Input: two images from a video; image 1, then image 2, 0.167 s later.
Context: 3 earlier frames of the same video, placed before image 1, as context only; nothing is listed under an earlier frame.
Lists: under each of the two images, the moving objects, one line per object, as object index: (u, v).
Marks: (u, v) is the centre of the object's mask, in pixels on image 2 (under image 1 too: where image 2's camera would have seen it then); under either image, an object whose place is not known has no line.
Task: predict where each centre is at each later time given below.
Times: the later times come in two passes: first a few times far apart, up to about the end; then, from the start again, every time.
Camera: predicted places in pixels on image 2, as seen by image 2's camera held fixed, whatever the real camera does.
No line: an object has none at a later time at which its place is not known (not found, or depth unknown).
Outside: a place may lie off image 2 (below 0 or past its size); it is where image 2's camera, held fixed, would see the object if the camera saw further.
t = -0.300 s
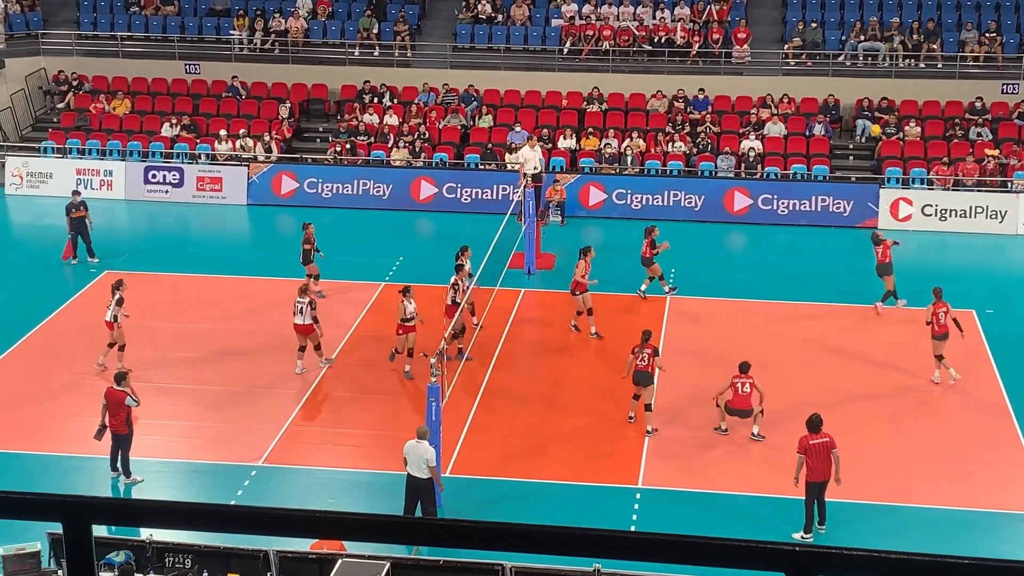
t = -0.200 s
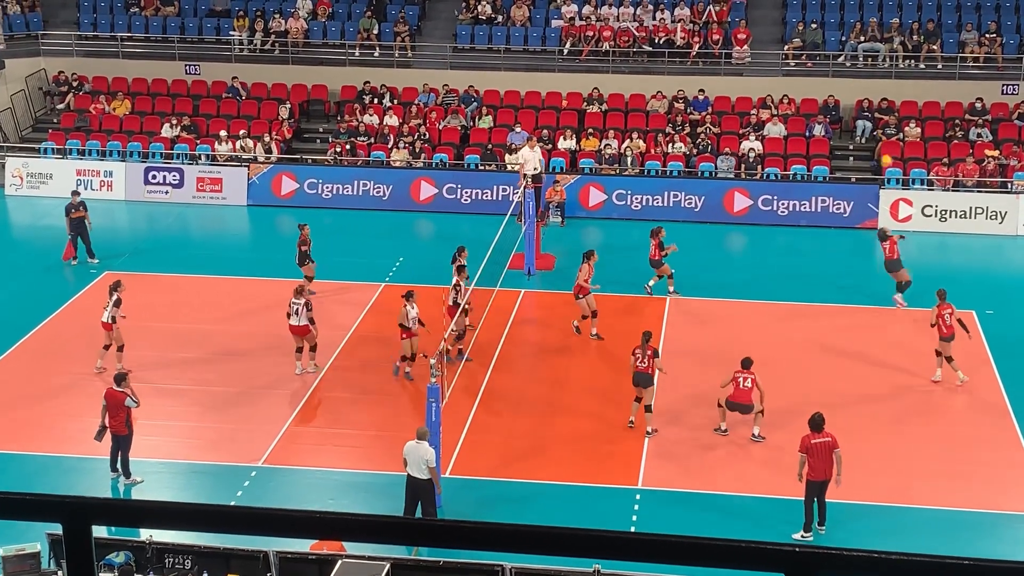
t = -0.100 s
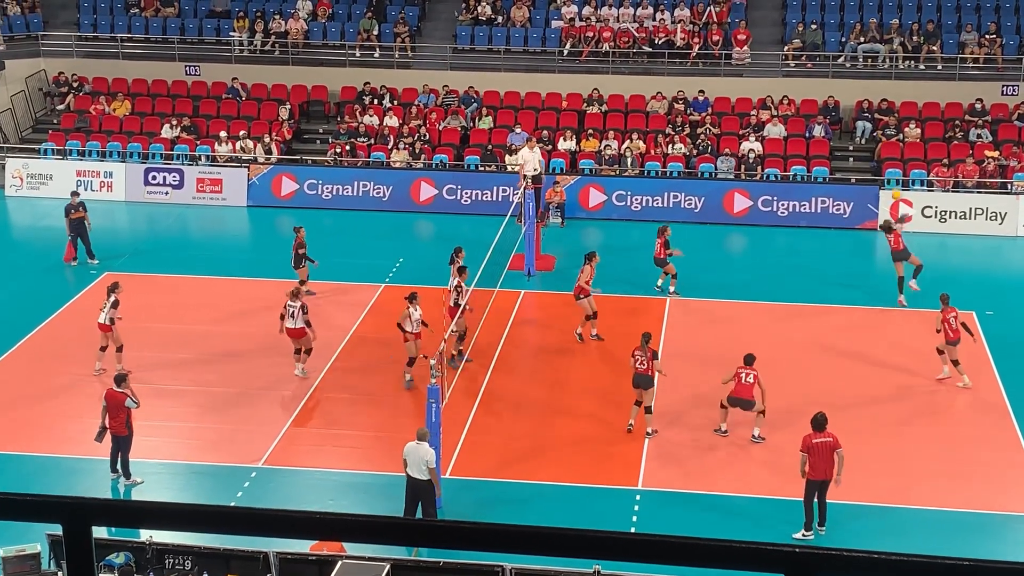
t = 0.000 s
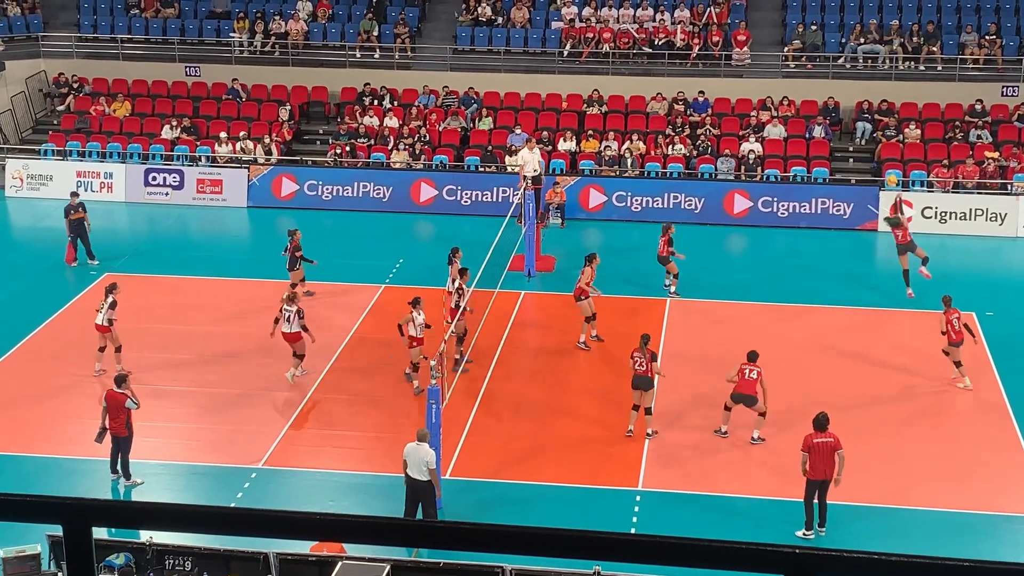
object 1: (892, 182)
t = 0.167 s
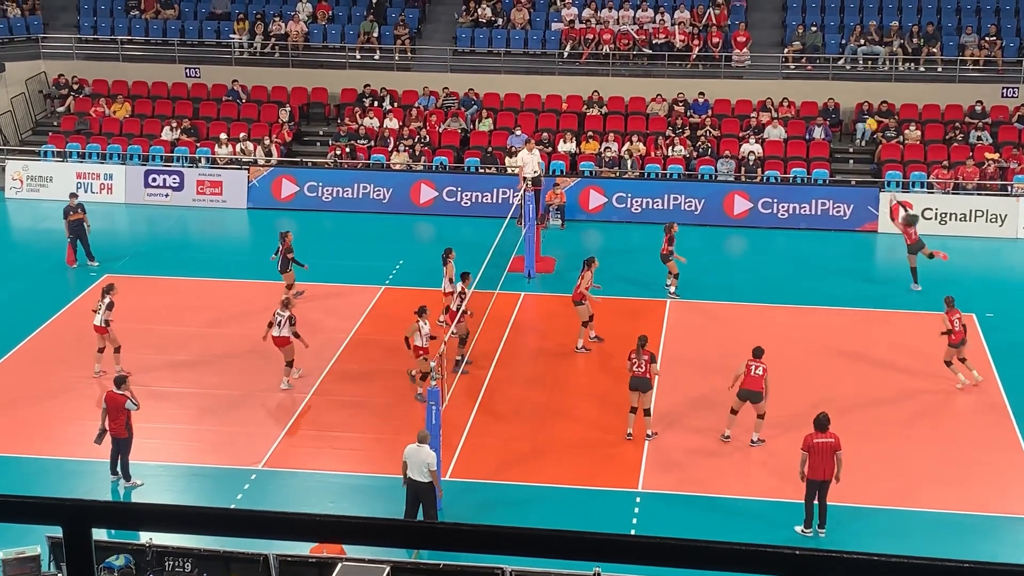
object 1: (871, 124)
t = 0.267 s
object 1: (858, 96)
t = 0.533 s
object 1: (822, 44)
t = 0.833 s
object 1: (778, 30)
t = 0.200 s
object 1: (867, 115)
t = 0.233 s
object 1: (862, 106)
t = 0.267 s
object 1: (858, 96)
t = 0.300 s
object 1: (855, 88)
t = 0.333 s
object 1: (849, 80)
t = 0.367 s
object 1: (845, 73)
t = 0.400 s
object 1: (840, 66)
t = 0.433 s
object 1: (837, 60)
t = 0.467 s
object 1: (831, 54)
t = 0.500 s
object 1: (826, 49)
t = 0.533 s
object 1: (822, 44)
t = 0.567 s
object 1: (817, 41)
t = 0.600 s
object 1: (812, 37)
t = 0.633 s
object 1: (807, 35)
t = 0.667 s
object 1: (802, 32)
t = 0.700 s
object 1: (798, 31)
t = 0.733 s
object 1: (793, 29)
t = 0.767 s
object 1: (788, 29)
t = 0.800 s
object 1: (783, 29)
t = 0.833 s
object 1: (778, 30)
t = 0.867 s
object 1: (773, 31)
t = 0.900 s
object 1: (768, 34)
